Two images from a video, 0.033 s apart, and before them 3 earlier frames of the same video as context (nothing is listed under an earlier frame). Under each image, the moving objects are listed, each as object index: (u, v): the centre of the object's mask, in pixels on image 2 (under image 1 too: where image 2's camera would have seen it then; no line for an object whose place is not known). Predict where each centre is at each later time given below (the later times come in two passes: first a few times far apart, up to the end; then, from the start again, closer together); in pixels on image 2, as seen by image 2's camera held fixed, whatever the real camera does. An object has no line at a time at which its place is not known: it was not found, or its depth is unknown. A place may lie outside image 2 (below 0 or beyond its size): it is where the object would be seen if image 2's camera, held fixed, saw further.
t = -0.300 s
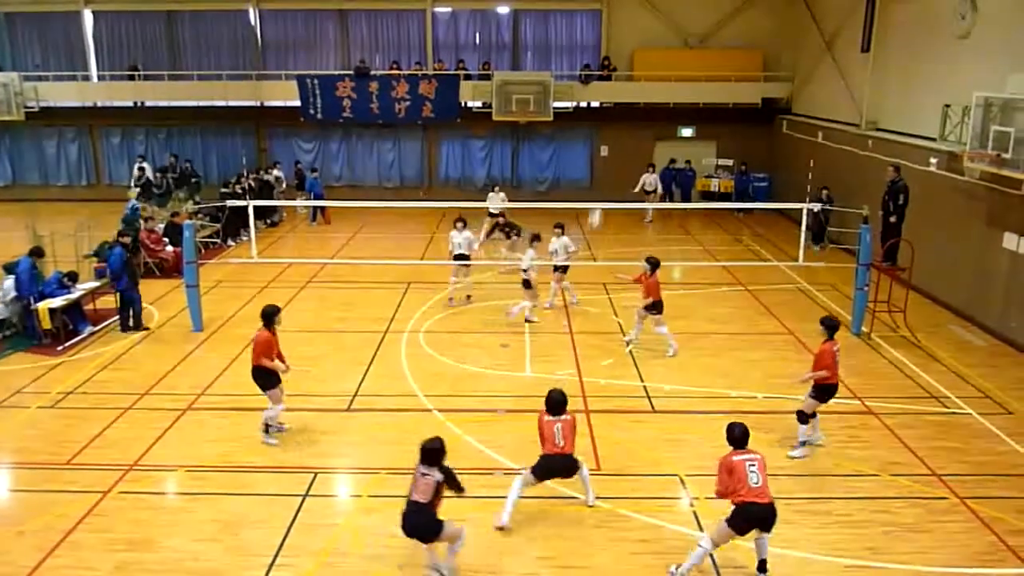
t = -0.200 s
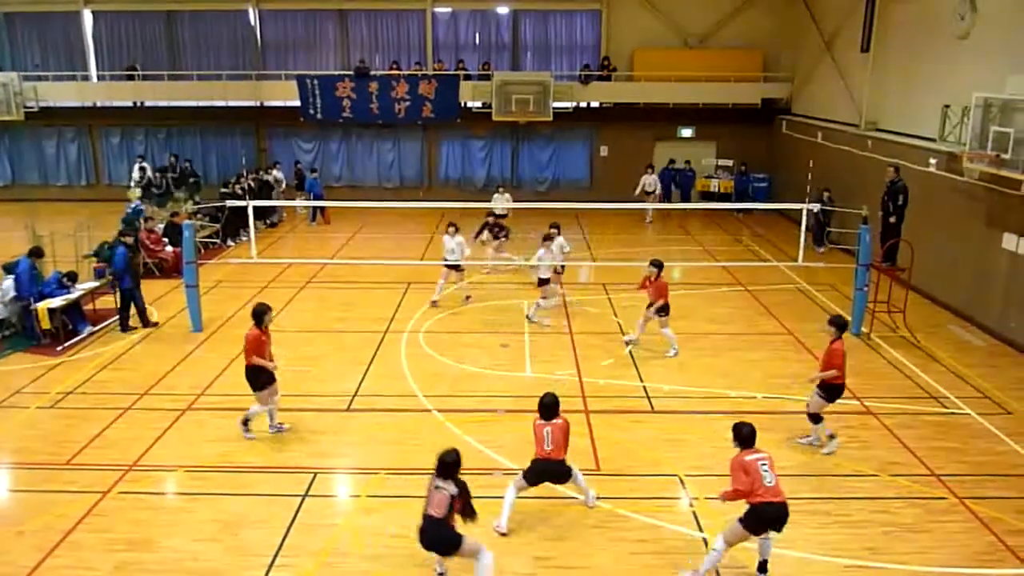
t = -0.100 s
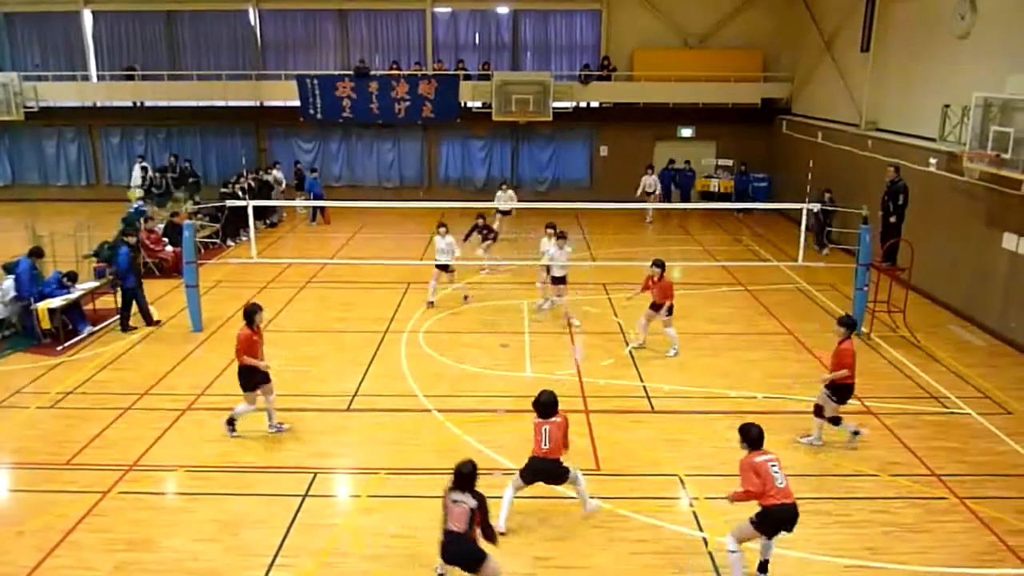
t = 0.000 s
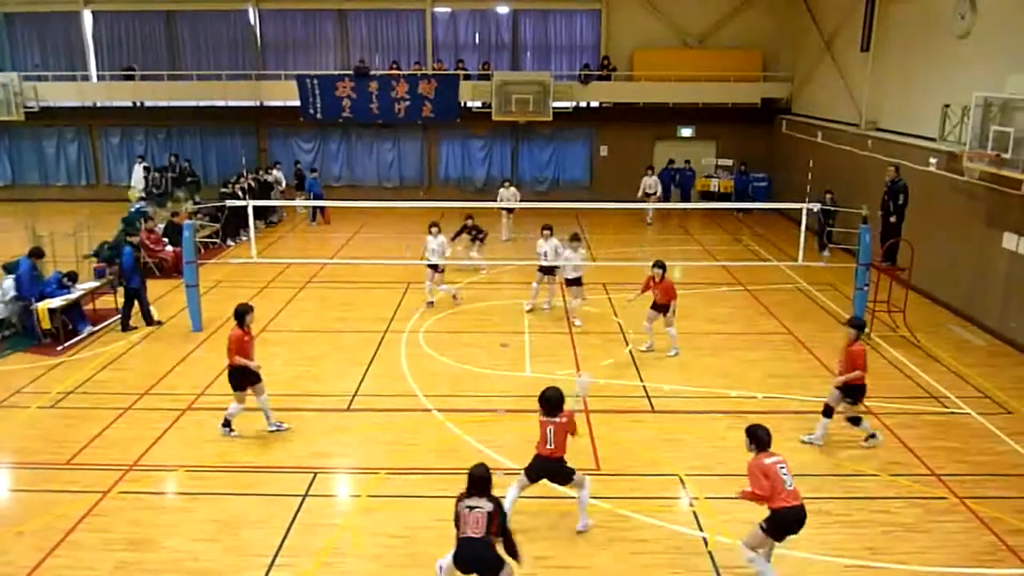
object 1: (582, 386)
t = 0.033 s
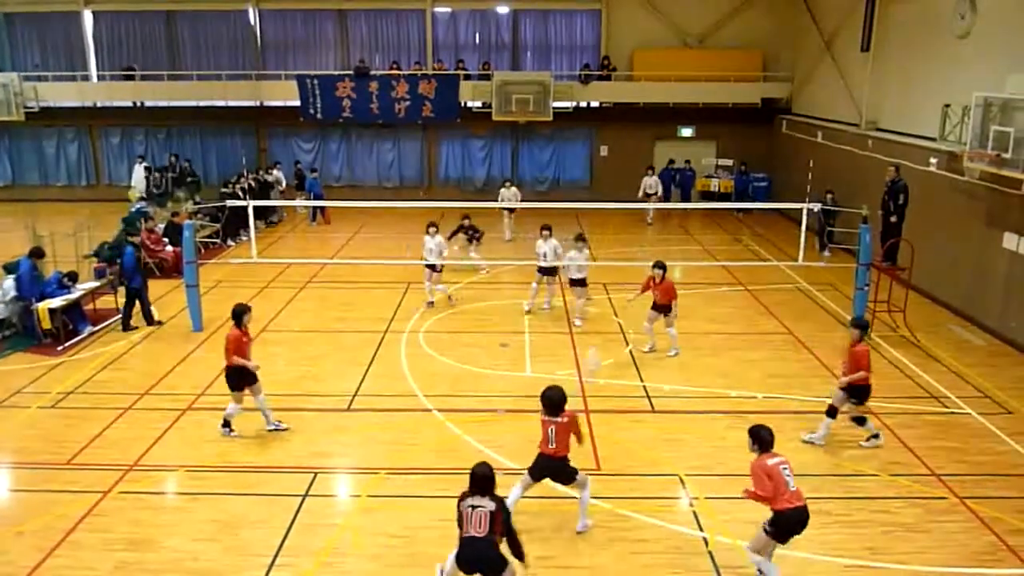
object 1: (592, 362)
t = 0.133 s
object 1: (619, 299)
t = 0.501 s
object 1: (717, 142)
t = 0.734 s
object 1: (765, 117)
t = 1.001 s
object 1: (810, 147)
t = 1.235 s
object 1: (839, 216)
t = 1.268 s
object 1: (841, 229)
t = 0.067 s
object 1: (600, 338)
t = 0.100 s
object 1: (608, 317)
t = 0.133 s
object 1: (619, 299)
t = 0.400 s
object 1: (691, 170)
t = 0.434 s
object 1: (698, 159)
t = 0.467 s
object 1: (708, 151)
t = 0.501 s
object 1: (717, 142)
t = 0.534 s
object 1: (723, 136)
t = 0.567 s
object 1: (730, 130)
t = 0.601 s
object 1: (738, 126)
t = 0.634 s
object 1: (745, 122)
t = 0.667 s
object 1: (752, 119)
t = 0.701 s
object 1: (758, 117)
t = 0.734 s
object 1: (765, 117)
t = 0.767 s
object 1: (771, 118)
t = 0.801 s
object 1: (777, 119)
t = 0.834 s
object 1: (783, 121)
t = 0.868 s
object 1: (789, 124)
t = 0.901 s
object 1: (794, 128)
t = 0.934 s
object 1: (799, 134)
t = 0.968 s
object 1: (805, 140)
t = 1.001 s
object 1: (810, 147)
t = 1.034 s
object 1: (814, 155)
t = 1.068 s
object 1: (819, 164)
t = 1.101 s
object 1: (823, 173)
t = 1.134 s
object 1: (828, 183)
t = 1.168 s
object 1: (832, 193)
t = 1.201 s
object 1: (835, 204)
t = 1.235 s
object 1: (839, 216)
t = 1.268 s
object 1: (841, 229)
